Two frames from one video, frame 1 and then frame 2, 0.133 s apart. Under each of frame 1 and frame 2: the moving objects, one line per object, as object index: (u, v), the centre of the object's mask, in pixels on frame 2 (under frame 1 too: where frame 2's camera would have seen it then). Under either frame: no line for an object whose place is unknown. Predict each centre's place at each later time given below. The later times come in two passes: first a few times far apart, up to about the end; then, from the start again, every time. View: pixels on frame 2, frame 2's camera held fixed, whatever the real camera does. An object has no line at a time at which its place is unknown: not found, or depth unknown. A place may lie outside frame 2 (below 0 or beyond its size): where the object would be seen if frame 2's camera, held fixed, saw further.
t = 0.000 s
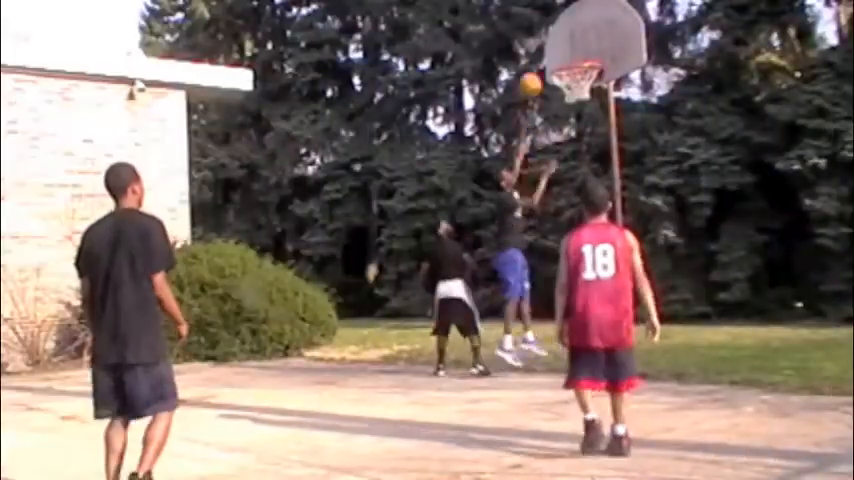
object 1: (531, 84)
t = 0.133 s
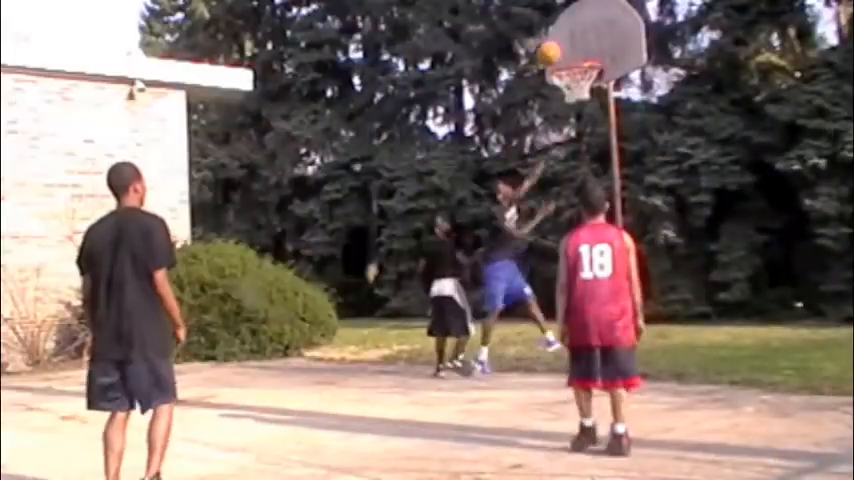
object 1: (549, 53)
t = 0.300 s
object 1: (575, 36)
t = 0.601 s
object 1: (587, 47)
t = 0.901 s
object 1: (567, 52)
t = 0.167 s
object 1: (554, 47)
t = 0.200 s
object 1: (559, 43)
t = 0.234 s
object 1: (565, 40)
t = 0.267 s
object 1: (570, 37)
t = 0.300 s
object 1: (575, 36)
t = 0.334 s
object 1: (579, 35)
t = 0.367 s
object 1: (582, 36)
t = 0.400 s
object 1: (584, 39)
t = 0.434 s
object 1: (588, 43)
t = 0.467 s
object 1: (589, 47)
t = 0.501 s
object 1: (591, 51)
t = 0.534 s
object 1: (590, 51)
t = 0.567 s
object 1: (589, 49)
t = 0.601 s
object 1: (587, 47)
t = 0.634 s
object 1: (586, 46)
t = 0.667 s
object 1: (583, 47)
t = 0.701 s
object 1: (580, 48)
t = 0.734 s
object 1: (579, 50)
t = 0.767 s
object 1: (576, 52)
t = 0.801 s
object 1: (574, 52)
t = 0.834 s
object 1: (572, 52)
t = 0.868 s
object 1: (570, 52)
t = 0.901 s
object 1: (567, 52)
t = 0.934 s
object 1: (564, 53)
